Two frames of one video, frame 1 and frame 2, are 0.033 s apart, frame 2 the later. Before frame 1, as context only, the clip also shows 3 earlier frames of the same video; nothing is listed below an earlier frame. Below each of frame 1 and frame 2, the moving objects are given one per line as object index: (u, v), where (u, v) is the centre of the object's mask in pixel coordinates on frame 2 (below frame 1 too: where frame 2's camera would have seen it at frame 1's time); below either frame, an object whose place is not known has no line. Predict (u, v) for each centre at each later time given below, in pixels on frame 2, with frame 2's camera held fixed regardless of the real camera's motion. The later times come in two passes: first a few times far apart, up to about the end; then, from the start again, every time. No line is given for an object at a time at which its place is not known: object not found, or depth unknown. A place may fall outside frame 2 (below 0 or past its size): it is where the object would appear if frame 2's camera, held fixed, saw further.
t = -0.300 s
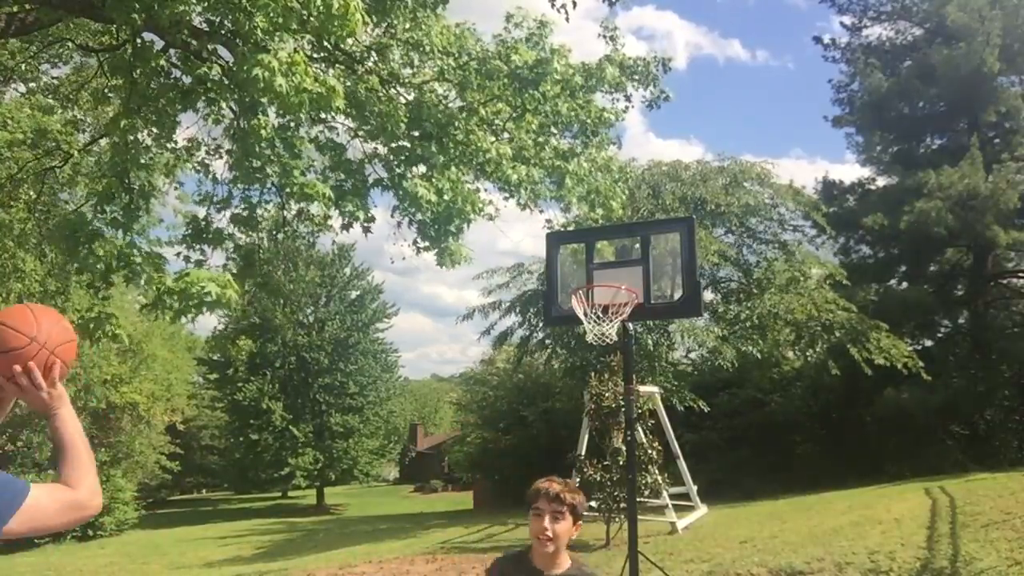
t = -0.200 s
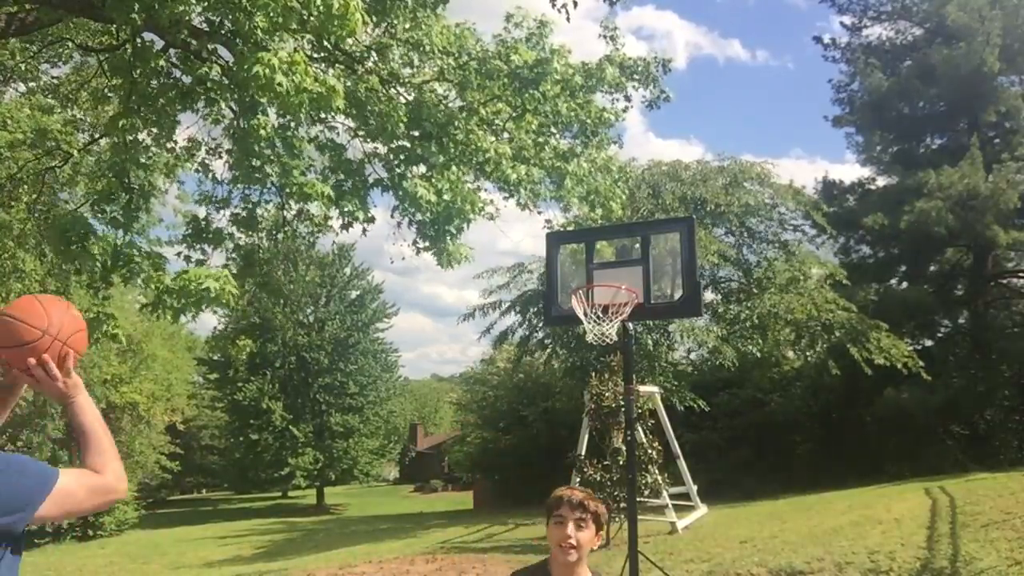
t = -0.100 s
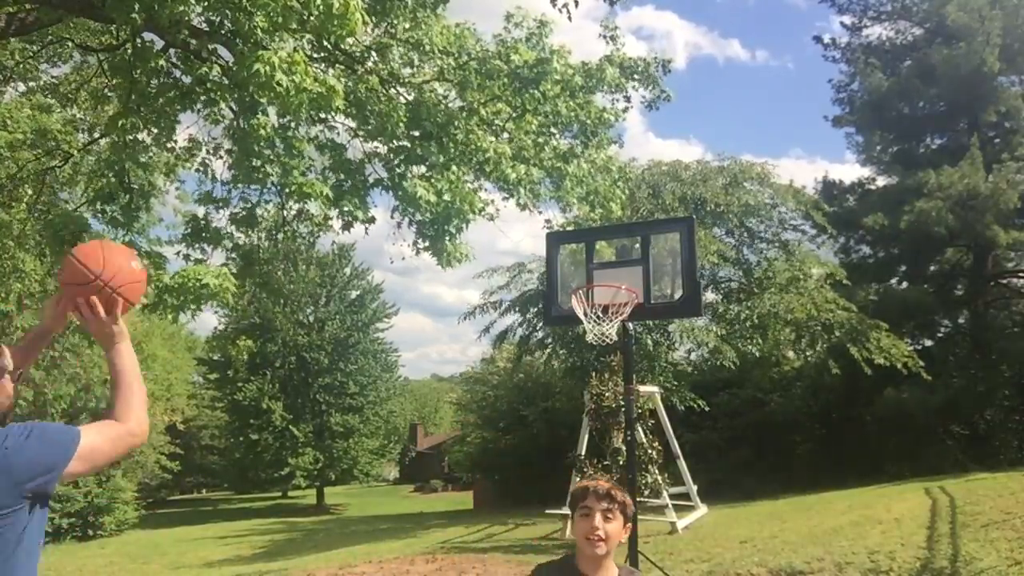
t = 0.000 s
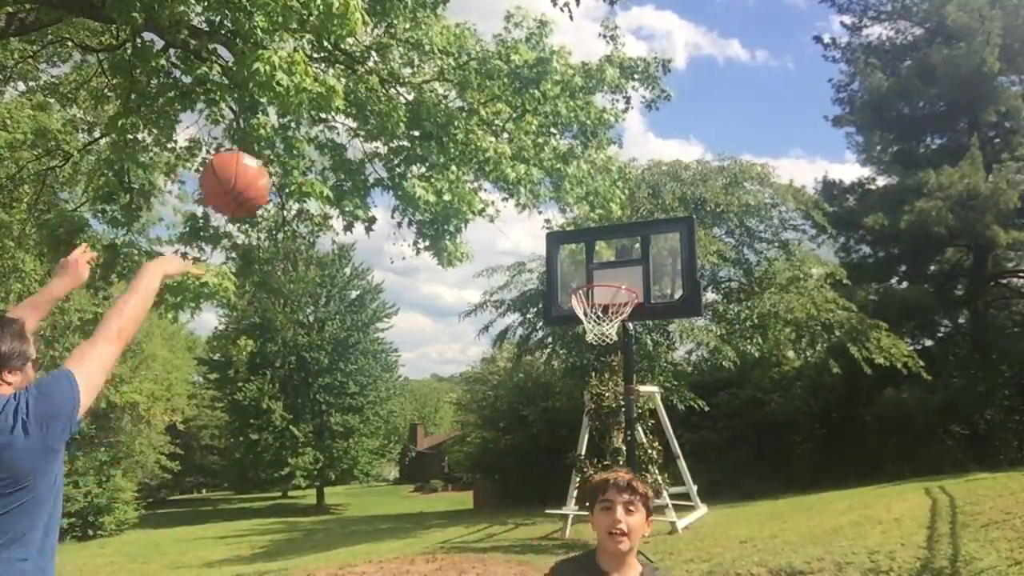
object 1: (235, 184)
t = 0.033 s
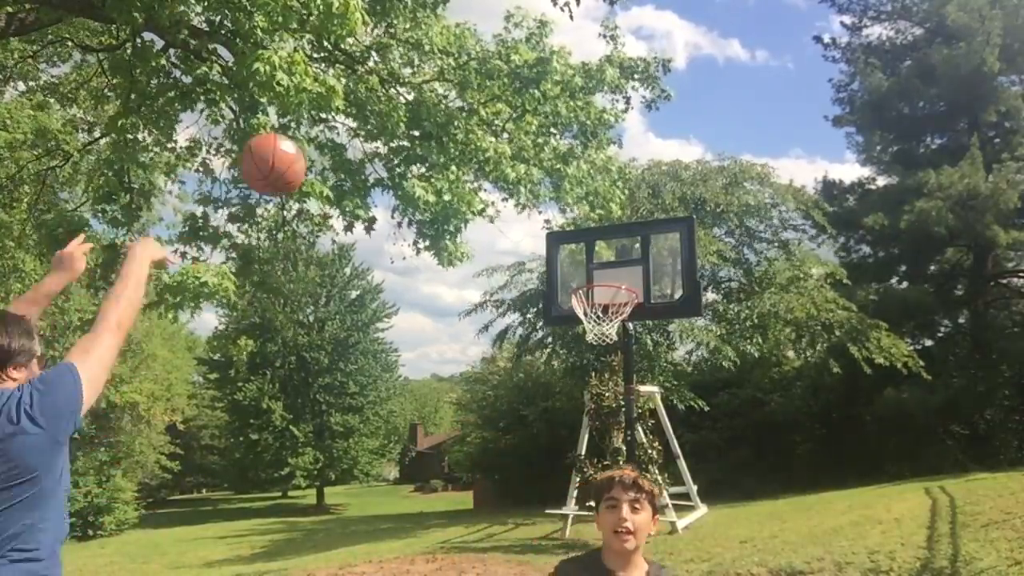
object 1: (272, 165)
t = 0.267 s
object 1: (449, 130)
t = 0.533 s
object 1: (563, 203)
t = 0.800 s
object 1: (603, 273)
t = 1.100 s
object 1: (563, 289)
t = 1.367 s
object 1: (519, 435)
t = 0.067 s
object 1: (305, 150)
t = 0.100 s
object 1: (335, 140)
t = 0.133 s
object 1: (363, 132)
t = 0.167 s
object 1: (387, 128)
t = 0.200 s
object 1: (409, 127)
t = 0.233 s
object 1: (430, 128)
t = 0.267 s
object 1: (449, 130)
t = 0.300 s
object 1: (467, 134)
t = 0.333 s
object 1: (484, 141)
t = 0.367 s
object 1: (499, 147)
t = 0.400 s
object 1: (514, 156)
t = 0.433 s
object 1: (527, 166)
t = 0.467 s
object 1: (539, 178)
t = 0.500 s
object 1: (551, 189)
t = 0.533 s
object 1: (563, 203)
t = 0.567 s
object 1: (574, 218)
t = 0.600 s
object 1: (583, 231)
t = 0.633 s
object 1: (593, 248)
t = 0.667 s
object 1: (604, 264)
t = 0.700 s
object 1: (611, 281)
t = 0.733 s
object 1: (611, 287)
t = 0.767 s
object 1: (608, 280)
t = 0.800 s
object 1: (603, 273)
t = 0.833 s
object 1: (600, 270)
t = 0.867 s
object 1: (595, 268)
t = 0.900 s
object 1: (591, 267)
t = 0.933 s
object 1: (587, 267)
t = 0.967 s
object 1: (582, 268)
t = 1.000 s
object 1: (578, 271)
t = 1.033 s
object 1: (574, 275)
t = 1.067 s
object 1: (568, 280)
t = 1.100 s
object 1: (563, 289)
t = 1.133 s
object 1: (559, 300)
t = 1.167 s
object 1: (554, 311)
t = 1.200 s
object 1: (548, 326)
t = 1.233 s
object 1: (543, 342)
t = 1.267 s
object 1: (538, 361)
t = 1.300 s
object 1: (532, 383)
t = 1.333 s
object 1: (526, 408)
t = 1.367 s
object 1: (519, 435)
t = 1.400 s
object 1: (513, 466)
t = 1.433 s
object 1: (506, 500)
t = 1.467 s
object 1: (501, 539)
